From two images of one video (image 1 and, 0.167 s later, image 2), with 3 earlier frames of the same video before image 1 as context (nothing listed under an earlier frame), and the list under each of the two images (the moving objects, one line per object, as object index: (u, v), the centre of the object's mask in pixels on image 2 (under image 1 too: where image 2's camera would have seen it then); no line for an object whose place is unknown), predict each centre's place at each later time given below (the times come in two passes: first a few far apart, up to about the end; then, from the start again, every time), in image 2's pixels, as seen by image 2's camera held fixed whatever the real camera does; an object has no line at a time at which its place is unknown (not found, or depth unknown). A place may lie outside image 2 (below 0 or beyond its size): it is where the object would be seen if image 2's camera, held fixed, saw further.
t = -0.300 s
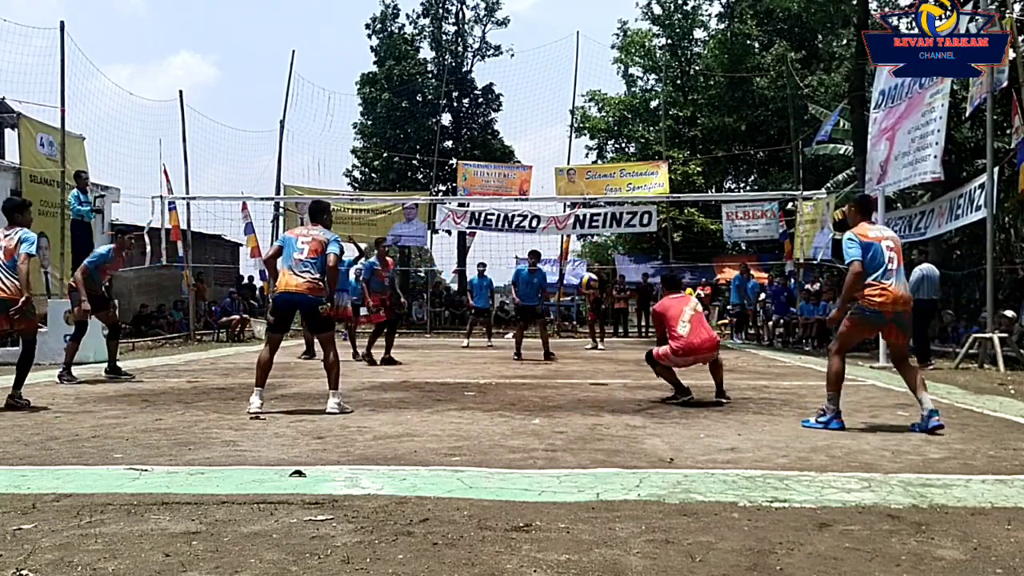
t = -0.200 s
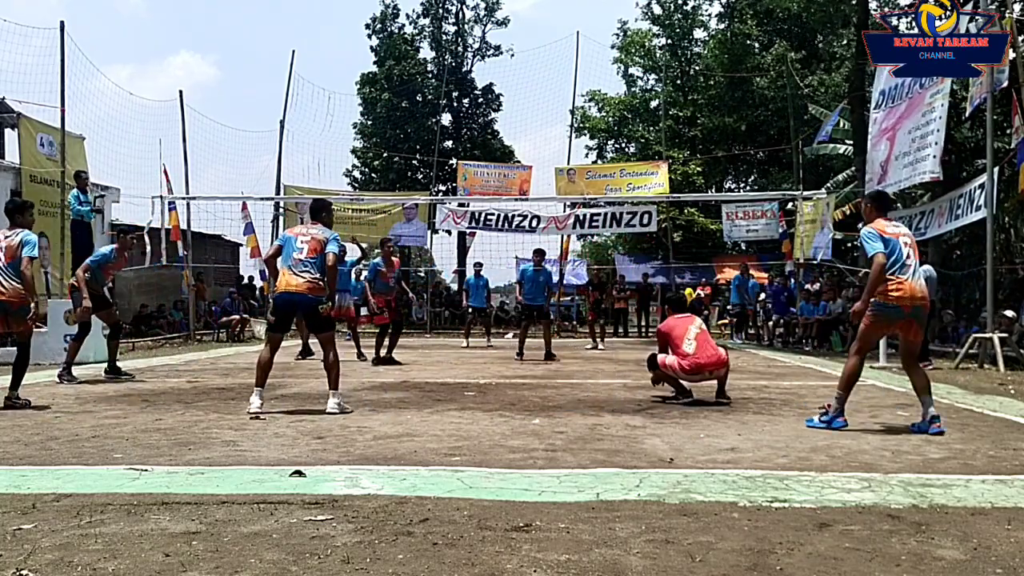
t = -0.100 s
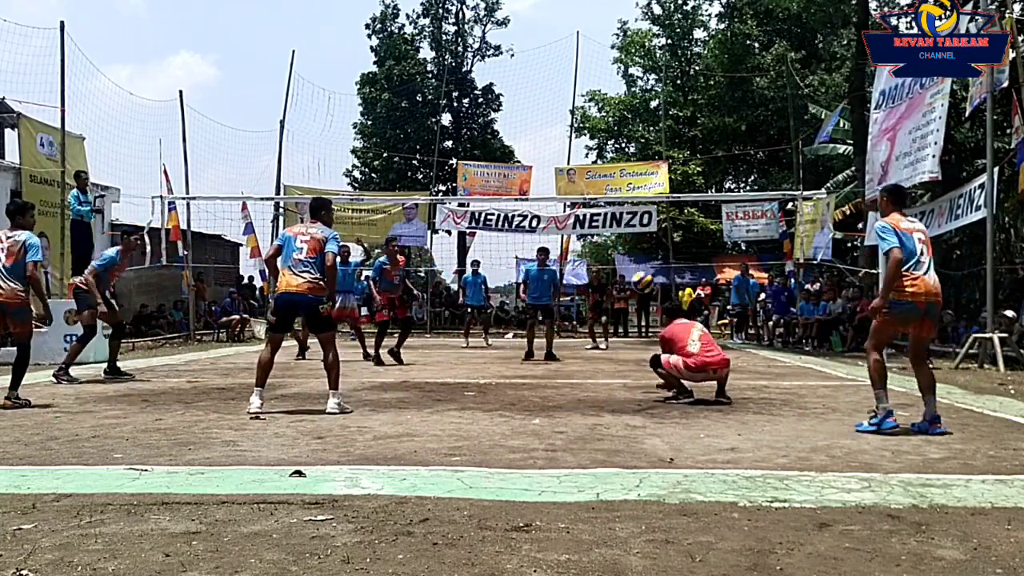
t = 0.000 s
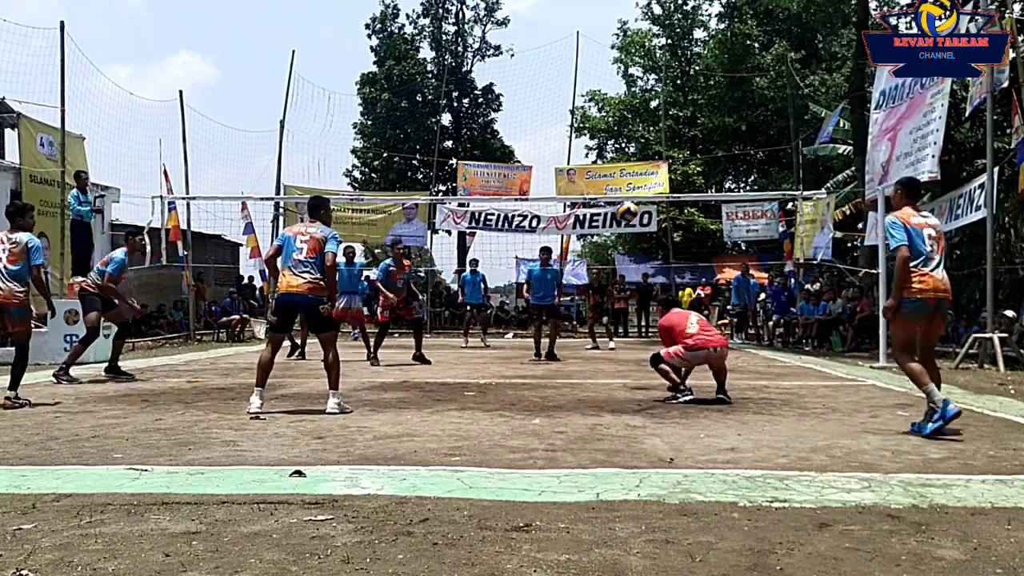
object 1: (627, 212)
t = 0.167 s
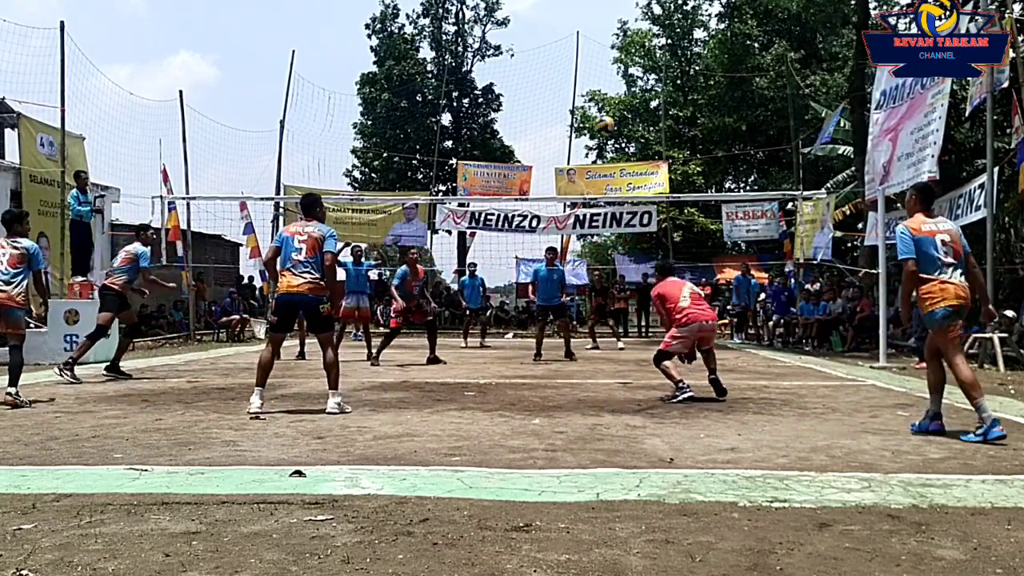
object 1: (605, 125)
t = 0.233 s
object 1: (596, 100)
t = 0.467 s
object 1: (570, 50)
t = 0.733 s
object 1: (544, 48)
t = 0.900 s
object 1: (530, 73)
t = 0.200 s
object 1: (598, 111)
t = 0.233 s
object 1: (596, 100)
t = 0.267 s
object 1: (591, 92)
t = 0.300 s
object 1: (588, 81)
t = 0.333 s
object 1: (584, 73)
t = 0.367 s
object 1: (581, 66)
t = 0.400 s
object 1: (577, 59)
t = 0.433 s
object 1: (573, 54)
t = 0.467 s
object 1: (570, 50)
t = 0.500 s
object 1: (566, 46)
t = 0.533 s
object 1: (563, 44)
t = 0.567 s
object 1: (560, 43)
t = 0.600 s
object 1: (557, 42)
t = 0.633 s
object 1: (553, 42)
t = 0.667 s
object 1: (551, 44)
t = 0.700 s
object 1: (548, 45)
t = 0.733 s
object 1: (544, 48)
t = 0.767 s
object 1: (541, 51)
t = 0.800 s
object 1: (539, 56)
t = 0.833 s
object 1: (536, 61)
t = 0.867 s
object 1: (533, 66)
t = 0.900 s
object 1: (530, 73)
